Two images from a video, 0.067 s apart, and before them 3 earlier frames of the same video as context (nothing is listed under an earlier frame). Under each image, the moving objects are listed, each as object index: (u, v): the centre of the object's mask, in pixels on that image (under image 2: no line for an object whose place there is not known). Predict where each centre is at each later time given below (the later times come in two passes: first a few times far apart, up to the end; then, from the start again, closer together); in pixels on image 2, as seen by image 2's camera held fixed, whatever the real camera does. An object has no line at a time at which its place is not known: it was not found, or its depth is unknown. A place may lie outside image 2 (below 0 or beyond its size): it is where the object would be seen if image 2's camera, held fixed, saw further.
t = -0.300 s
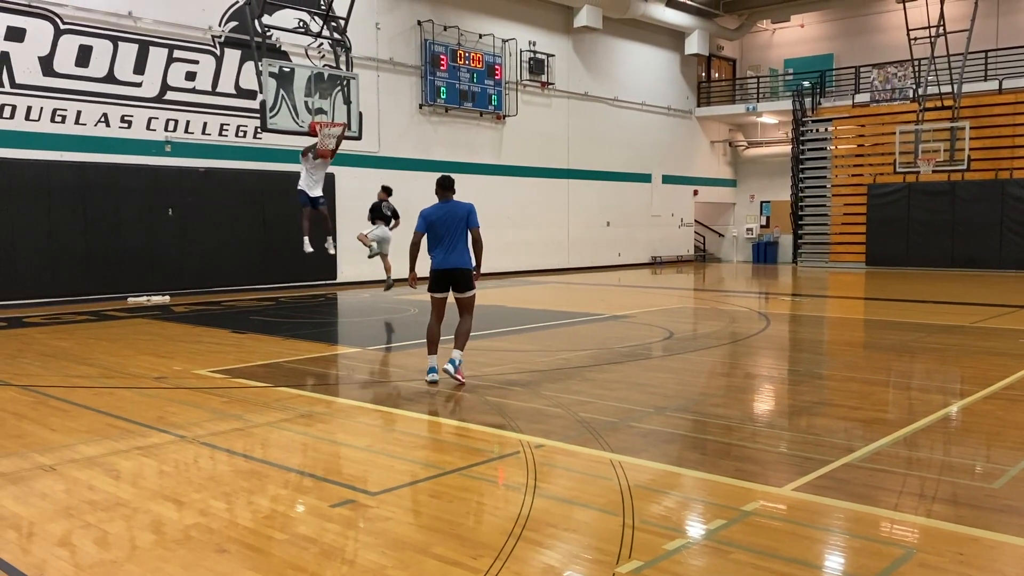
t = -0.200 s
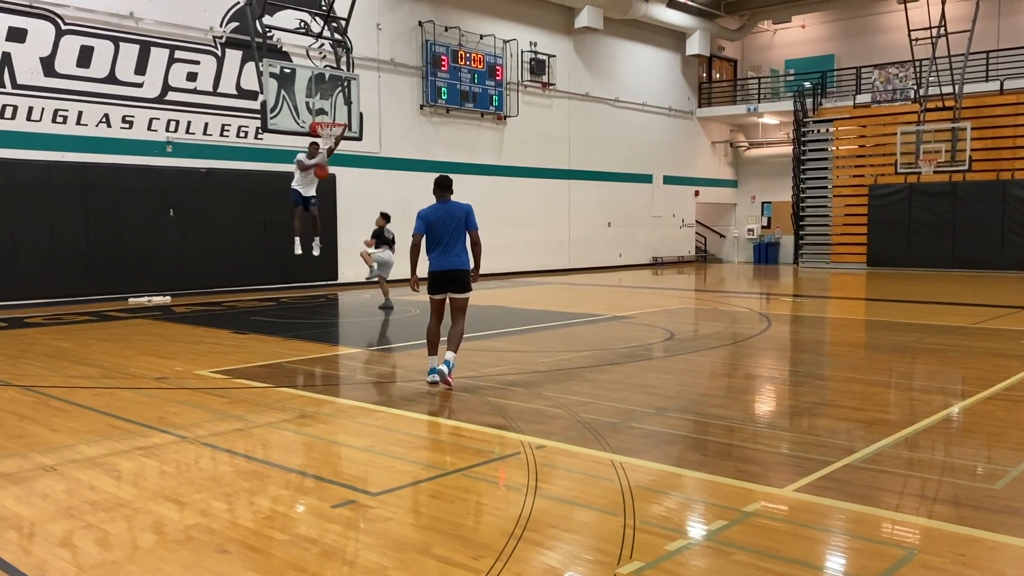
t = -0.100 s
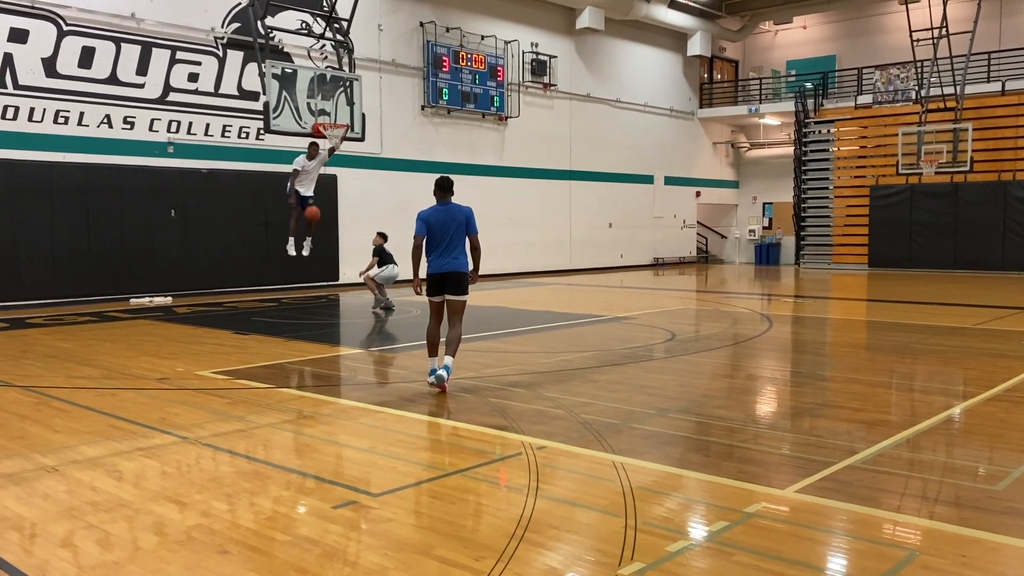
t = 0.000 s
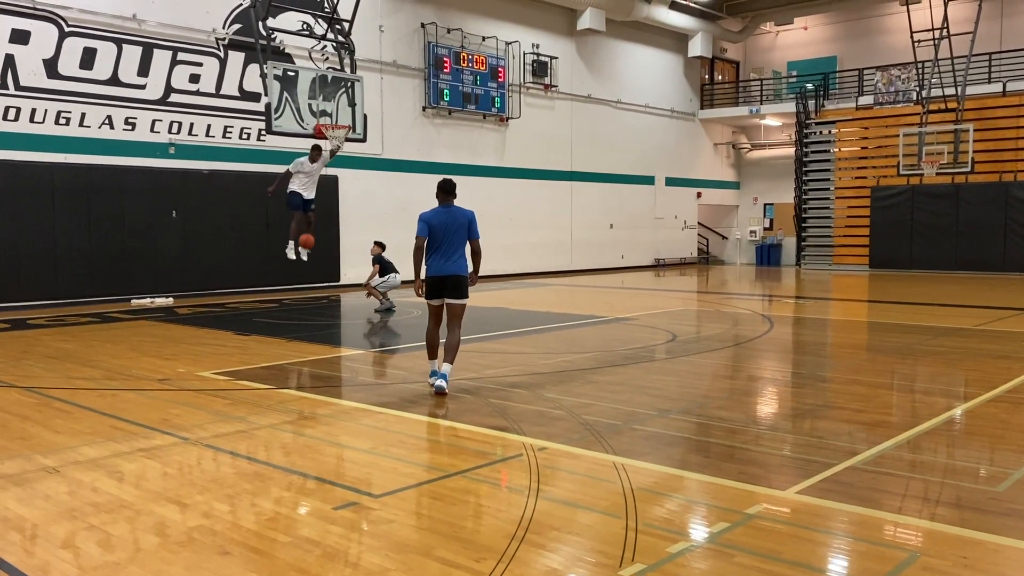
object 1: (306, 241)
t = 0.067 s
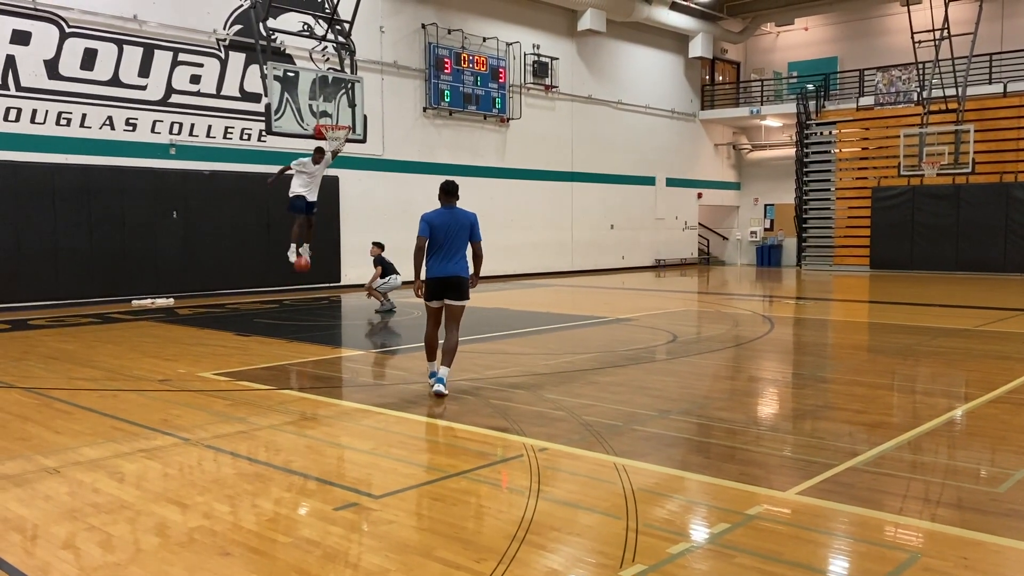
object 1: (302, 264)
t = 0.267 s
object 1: (288, 296)
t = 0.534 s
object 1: (272, 246)
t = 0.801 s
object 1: (255, 243)
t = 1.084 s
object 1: (235, 310)
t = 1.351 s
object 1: (212, 311)
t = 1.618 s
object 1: (181, 295)
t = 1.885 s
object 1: (146, 366)
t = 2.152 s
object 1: (101, 364)
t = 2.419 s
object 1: (43, 397)
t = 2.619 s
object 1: (2, 458)
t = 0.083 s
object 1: (301, 270)
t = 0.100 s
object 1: (299, 276)
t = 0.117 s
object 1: (298, 283)
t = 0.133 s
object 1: (297, 289)
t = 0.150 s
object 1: (296, 297)
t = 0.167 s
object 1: (294, 304)
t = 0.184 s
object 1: (293, 312)
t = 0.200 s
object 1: (292, 316)
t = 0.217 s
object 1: (291, 310)
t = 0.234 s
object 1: (290, 305)
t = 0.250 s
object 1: (289, 302)
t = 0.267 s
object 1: (288, 296)
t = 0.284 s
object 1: (287, 292)
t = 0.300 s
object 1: (286, 288)
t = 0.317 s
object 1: (285, 283)
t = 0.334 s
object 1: (284, 280)
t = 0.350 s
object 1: (283, 277)
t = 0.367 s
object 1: (282, 273)
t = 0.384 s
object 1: (281, 269)
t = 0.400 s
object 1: (280, 266)
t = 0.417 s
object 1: (279, 263)
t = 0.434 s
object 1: (278, 260)
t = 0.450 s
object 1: (277, 257)
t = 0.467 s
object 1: (276, 254)
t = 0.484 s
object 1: (275, 252)
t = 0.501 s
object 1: (274, 250)
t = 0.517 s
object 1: (273, 247)
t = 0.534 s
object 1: (272, 246)
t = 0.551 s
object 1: (271, 244)
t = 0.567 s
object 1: (270, 243)
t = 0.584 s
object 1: (269, 241)
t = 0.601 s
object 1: (268, 240)
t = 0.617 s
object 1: (267, 239)
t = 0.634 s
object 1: (266, 238)
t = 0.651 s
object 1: (265, 238)
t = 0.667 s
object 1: (264, 238)
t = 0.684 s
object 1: (263, 237)
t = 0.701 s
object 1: (262, 238)
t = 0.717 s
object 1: (260, 238)
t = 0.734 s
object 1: (259, 238)
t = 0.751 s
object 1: (258, 239)
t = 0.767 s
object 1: (257, 240)
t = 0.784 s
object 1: (256, 242)
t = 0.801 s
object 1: (255, 243)
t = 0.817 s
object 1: (254, 245)
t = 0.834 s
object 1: (253, 247)
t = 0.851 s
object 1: (252, 249)
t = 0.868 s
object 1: (251, 252)
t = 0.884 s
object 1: (250, 255)
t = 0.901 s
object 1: (248, 258)
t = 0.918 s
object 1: (247, 261)
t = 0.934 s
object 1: (246, 265)
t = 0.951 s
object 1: (245, 269)
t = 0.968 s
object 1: (244, 273)
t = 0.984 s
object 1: (243, 277)
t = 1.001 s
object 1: (241, 282)
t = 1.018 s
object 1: (240, 286)
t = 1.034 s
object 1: (239, 292)
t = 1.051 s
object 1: (238, 297)
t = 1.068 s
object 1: (236, 304)
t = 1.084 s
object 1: (235, 310)
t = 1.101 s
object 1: (234, 317)
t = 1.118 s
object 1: (233, 323)
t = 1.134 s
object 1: (232, 330)
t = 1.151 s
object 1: (231, 338)
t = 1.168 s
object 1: (230, 347)
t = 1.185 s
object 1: (228, 352)
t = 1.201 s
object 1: (227, 349)
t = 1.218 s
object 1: (225, 343)
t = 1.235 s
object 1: (224, 338)
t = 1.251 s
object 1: (222, 333)
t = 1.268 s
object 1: (220, 329)
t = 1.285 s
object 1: (218, 325)
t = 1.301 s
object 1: (217, 321)
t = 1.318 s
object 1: (215, 318)
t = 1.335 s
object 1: (213, 314)
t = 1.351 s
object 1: (212, 311)
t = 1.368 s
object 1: (210, 308)
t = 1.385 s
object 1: (208, 306)
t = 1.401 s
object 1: (207, 303)
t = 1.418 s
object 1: (205, 301)
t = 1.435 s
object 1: (203, 298)
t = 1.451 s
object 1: (201, 297)
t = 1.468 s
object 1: (199, 296)
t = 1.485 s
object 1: (197, 294)
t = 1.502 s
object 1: (195, 293)
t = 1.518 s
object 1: (193, 293)
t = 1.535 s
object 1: (191, 292)
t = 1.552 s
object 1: (189, 292)
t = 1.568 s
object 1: (187, 293)
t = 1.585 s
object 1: (186, 293)
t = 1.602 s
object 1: (183, 294)
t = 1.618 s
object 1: (181, 295)
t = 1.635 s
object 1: (179, 297)
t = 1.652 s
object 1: (177, 299)
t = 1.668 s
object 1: (175, 301)
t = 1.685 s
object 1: (173, 304)
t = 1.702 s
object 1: (171, 307)
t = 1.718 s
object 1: (169, 310)
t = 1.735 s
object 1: (167, 313)
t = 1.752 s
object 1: (164, 318)
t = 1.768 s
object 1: (162, 322)
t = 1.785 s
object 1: (160, 327)
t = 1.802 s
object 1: (158, 332)
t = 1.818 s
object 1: (156, 338)
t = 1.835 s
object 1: (153, 344)
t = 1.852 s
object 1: (151, 351)
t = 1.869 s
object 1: (149, 357)
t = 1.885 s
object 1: (146, 366)
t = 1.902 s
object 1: (144, 373)
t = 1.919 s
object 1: (142, 381)
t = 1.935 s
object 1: (139, 390)
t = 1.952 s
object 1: (137, 400)
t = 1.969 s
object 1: (134, 400)
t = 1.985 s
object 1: (131, 395)
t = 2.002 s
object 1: (128, 391)
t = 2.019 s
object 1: (126, 386)
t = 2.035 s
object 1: (123, 383)
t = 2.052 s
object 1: (120, 379)
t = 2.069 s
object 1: (116, 376)
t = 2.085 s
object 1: (114, 372)
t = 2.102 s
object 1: (110, 370)
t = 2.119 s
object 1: (107, 368)
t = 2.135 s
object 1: (104, 365)
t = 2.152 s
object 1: (101, 364)
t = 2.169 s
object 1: (98, 362)
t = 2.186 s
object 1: (95, 361)
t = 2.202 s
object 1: (91, 361)
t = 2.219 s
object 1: (88, 362)
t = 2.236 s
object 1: (84, 362)
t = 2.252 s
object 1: (81, 362)
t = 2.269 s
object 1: (78, 364)
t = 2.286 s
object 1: (74, 365)
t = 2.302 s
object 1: (70, 367)
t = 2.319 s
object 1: (67, 370)
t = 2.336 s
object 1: (63, 374)
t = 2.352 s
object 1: (59, 377)
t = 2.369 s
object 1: (55, 381)
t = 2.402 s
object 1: (47, 392)
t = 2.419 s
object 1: (43, 397)
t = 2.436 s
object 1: (39, 404)
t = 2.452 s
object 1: (35, 411)
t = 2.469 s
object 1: (31, 418)
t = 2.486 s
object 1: (27, 426)
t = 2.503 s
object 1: (22, 435)
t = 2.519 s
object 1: (18, 445)
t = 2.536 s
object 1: (15, 455)
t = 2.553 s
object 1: (12, 466)
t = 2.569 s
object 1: (10, 472)
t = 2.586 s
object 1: (7, 467)
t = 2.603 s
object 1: (5, 462)
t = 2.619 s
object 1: (2, 458)
